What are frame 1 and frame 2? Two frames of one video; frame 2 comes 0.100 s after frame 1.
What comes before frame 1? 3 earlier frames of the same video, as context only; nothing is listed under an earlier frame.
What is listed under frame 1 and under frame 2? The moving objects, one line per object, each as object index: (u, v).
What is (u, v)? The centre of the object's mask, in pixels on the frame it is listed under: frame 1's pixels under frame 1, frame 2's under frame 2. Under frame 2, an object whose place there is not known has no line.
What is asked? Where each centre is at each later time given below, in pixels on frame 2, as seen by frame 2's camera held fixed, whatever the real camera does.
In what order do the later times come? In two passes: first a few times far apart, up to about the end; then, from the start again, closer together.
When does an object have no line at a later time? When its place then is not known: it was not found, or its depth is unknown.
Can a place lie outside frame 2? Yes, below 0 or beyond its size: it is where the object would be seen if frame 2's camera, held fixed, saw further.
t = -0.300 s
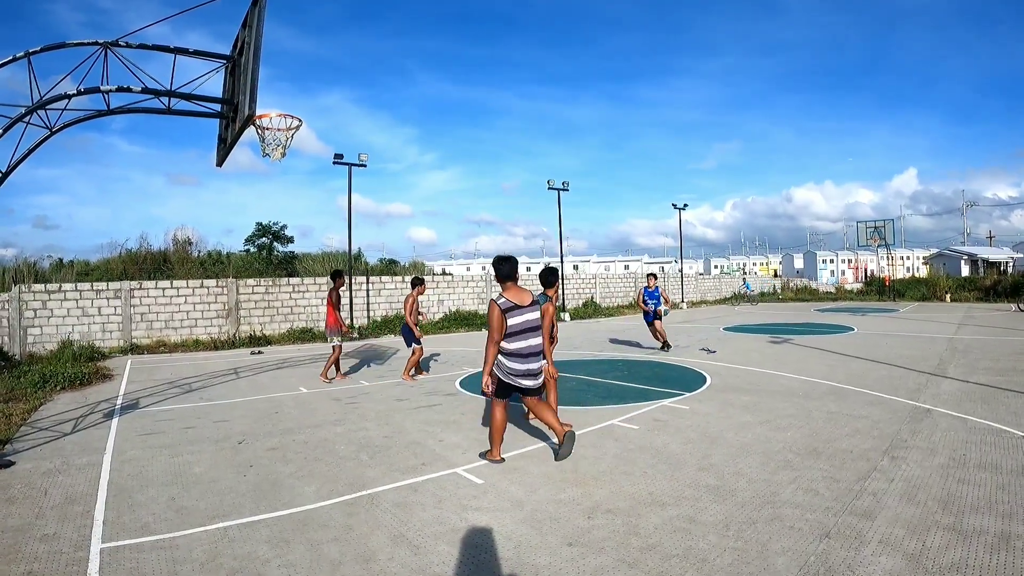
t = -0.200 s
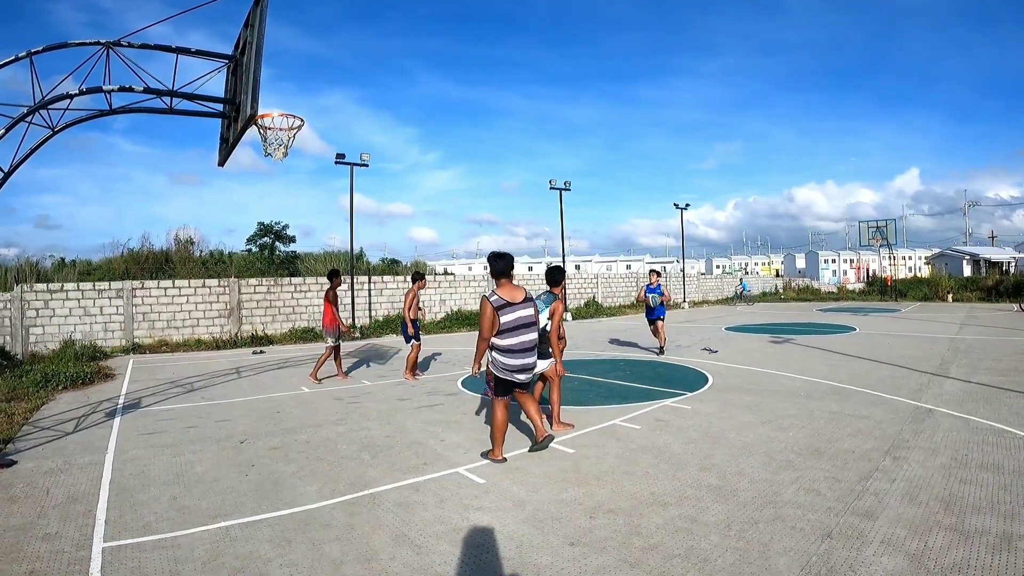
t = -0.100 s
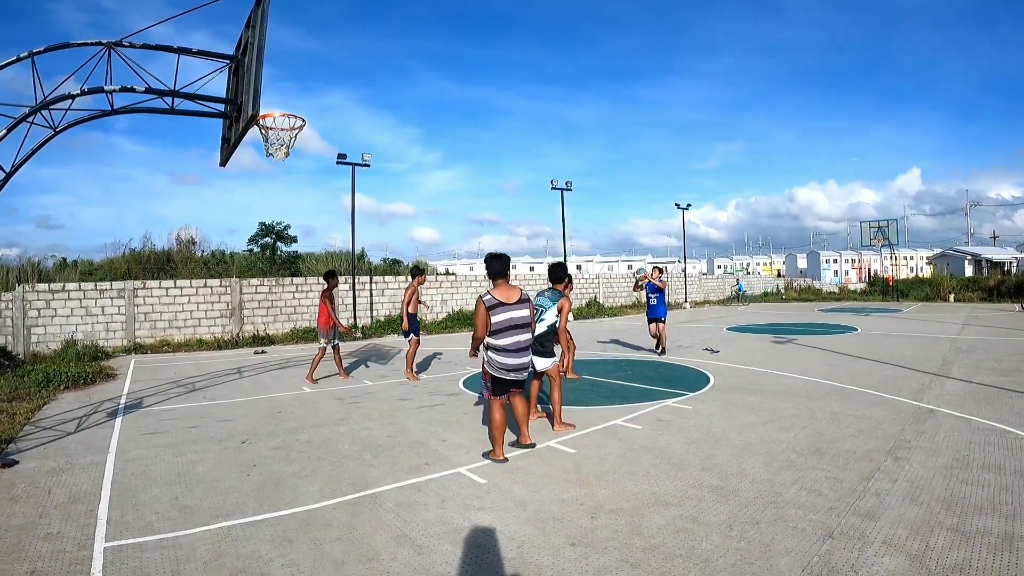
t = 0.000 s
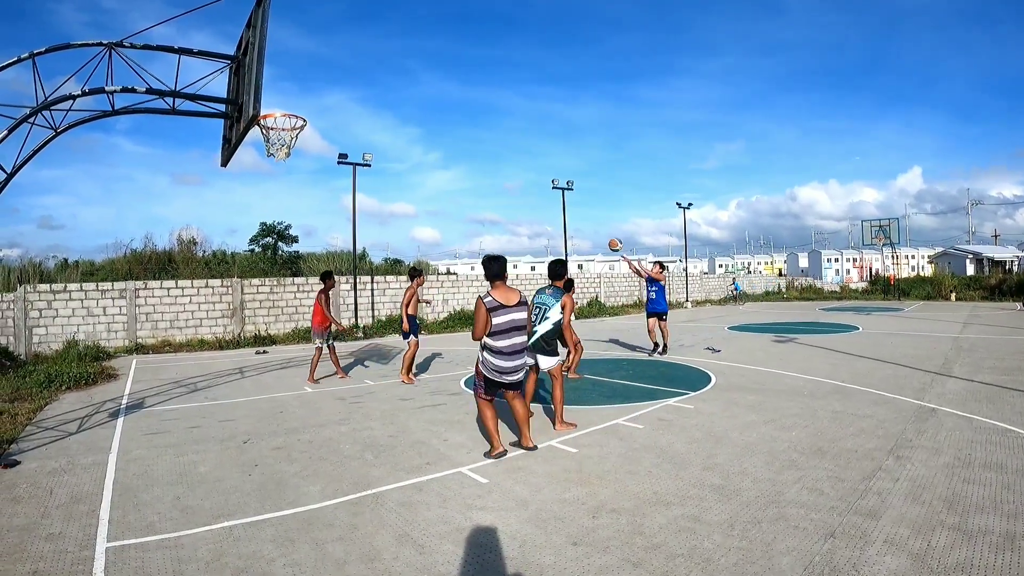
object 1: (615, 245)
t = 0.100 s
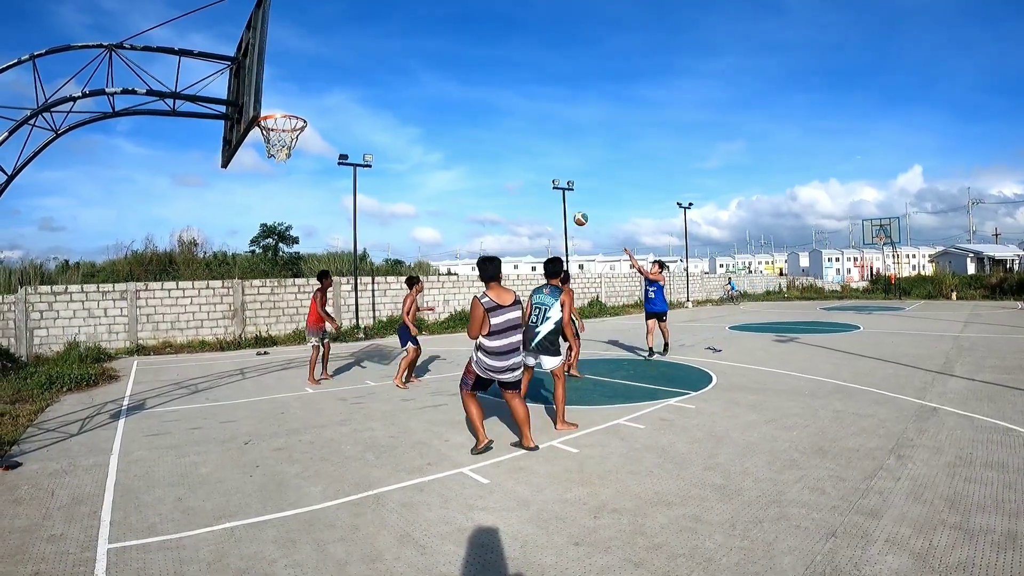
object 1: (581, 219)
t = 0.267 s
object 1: (520, 186)
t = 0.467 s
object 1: (442, 171)
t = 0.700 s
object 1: (349, 185)
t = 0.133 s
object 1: (568, 212)
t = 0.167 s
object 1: (556, 205)
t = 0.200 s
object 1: (544, 198)
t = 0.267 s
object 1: (520, 186)
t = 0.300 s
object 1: (507, 182)
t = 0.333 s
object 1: (494, 179)
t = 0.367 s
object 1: (481, 176)
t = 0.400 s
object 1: (468, 174)
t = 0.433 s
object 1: (455, 172)
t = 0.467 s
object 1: (442, 171)
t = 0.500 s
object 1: (429, 171)
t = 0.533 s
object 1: (416, 172)
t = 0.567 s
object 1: (403, 173)
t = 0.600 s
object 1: (390, 174)
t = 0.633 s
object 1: (377, 177)
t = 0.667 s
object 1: (363, 180)
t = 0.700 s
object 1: (349, 185)
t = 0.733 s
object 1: (336, 189)
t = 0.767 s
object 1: (323, 195)
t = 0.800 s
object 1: (310, 202)
